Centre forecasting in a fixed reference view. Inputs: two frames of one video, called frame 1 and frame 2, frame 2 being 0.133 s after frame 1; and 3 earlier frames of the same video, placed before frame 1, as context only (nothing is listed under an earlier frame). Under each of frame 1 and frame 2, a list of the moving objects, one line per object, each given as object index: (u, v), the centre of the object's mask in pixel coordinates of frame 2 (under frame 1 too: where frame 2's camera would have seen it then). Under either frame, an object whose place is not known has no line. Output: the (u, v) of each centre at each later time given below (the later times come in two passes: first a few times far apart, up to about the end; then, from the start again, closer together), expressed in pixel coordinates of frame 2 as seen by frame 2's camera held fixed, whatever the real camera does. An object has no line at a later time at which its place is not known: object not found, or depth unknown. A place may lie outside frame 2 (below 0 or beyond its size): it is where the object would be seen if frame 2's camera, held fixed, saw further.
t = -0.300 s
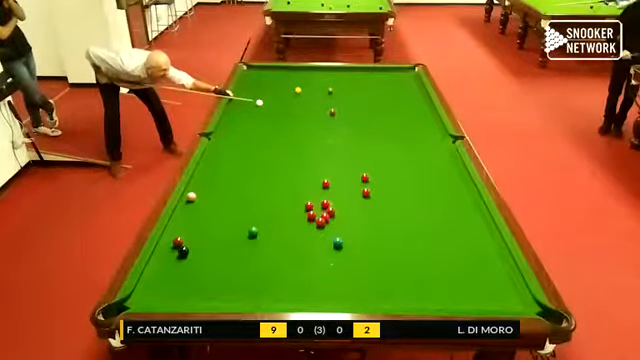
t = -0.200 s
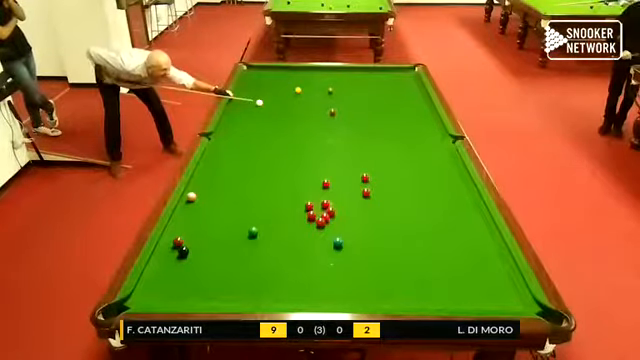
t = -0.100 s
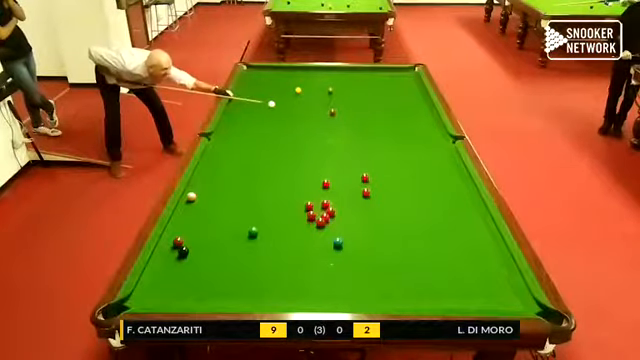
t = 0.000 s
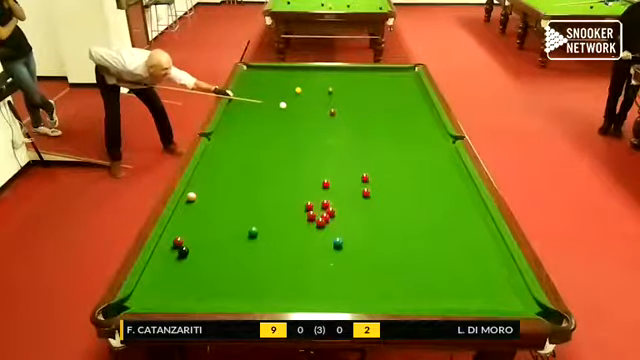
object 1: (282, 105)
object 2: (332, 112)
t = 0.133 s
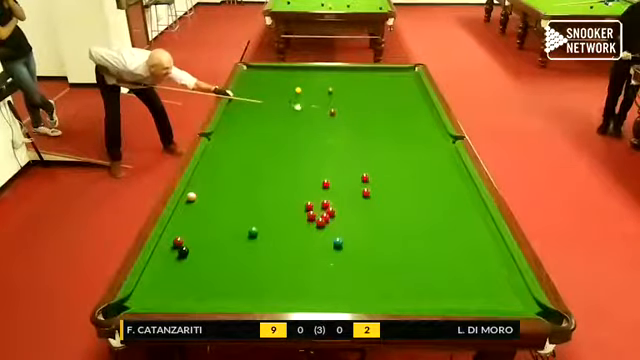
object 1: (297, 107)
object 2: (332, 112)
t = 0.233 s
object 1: (309, 108)
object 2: (332, 112)
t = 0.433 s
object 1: (328, 110)
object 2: (336, 112)
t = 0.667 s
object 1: (338, 108)
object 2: (350, 116)
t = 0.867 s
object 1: (345, 107)
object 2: (361, 119)
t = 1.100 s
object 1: (353, 106)
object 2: (375, 123)
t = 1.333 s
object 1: (361, 105)
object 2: (389, 126)
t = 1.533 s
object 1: (367, 105)
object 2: (400, 129)
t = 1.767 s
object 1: (374, 104)
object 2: (412, 131)
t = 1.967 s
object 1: (379, 103)
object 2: (423, 134)
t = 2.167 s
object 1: (385, 102)
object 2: (433, 138)
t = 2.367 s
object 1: (389, 102)
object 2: (443, 139)
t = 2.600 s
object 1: (392, 102)
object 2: (452, 140)
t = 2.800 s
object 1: (397, 101)
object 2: (448, 137)
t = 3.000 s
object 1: (399, 101)
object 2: (445, 136)
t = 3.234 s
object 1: (401, 101)
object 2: (443, 135)
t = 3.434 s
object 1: (403, 101)
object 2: (440, 133)
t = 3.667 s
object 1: (403, 101)
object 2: (439, 132)
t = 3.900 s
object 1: (404, 100)
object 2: (437, 130)
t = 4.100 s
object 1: (404, 100)
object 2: (436, 129)
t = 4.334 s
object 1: (404, 100)
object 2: (435, 129)
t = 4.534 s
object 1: (404, 100)
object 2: (435, 129)
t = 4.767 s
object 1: (404, 100)
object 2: (435, 129)
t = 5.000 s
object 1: (404, 100)
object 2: (435, 129)
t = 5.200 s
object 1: (404, 100)
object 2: (434, 129)
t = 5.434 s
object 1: (404, 100)
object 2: (434, 129)
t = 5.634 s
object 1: (404, 100)
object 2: (434, 129)
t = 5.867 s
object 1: (404, 100)
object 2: (434, 129)
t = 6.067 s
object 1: (404, 100)
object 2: (434, 129)
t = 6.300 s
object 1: (404, 100)
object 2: (434, 129)
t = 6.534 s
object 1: (404, 100)
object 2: (434, 129)
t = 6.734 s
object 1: (404, 100)
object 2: (434, 129)
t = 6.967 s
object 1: (404, 100)
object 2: (434, 129)
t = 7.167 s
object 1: (404, 100)
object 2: (434, 129)
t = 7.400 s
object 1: (404, 100)
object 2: (434, 129)
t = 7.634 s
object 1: (404, 100)
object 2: (434, 129)
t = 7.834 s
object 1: (404, 100)
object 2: (434, 129)
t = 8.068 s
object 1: (404, 100)
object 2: (434, 129)
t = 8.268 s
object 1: (404, 100)
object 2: (434, 129)
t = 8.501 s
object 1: (404, 100)
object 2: (434, 129)
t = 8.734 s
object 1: (404, 100)
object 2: (434, 129)
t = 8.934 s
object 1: (404, 100)
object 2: (434, 129)
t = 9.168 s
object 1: (404, 100)
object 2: (434, 129)
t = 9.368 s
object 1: (404, 100)
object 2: (434, 129)
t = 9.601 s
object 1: (404, 100)
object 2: (434, 129)
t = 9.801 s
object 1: (404, 100)
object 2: (434, 129)
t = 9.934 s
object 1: (404, 100)
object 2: (434, 129)
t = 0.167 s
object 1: (301, 107)
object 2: (332, 112)
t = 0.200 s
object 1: (306, 107)
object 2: (332, 112)
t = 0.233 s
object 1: (309, 108)
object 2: (332, 112)
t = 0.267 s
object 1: (313, 108)
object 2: (332, 112)
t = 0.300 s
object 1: (316, 109)
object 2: (332, 112)
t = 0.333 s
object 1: (320, 109)
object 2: (332, 112)
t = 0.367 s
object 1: (324, 110)
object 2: (332, 112)
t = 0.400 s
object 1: (326, 110)
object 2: (334, 112)
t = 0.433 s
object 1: (328, 110)
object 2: (336, 112)
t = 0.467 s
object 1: (329, 109)
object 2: (338, 114)
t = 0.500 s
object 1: (331, 109)
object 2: (340, 114)
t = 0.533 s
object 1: (332, 109)
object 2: (342, 114)
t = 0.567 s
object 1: (333, 109)
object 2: (344, 114)
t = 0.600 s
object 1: (335, 109)
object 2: (347, 116)
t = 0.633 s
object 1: (336, 108)
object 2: (348, 116)
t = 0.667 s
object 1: (338, 108)
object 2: (350, 116)
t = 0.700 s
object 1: (339, 108)
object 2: (351, 116)
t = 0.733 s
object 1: (340, 108)
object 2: (353, 116)
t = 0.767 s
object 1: (341, 108)
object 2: (356, 119)
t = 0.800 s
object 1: (343, 107)
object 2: (357, 118)
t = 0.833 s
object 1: (344, 107)
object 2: (359, 118)
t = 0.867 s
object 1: (345, 107)
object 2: (361, 119)
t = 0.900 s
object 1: (346, 107)
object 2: (363, 119)
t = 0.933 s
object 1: (348, 107)
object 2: (366, 121)
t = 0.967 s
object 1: (349, 107)
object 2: (368, 121)
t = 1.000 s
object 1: (350, 107)
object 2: (369, 122)
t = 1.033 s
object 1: (351, 107)
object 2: (371, 121)
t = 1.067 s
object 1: (352, 106)
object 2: (373, 122)
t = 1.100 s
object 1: (353, 106)
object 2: (375, 123)
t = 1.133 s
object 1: (354, 106)
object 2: (377, 123)
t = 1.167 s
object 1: (356, 106)
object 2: (379, 124)
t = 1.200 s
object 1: (356, 106)
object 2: (381, 124)
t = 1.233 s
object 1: (358, 106)
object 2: (383, 125)
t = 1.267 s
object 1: (358, 106)
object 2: (385, 125)
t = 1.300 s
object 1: (359, 106)
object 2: (387, 126)
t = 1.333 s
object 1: (361, 105)
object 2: (389, 126)
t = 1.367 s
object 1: (361, 105)
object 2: (390, 126)
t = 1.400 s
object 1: (363, 105)
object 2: (392, 127)
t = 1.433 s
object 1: (363, 105)
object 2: (394, 127)
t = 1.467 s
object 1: (365, 105)
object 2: (396, 127)
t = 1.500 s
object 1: (365, 105)
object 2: (398, 128)
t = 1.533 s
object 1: (367, 105)
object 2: (400, 129)
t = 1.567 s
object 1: (368, 104)
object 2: (402, 129)
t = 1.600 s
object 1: (369, 104)
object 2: (403, 129)
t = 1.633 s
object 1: (370, 104)
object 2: (405, 130)
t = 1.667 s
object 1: (370, 104)
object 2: (407, 131)
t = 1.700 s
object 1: (371, 104)
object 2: (409, 131)
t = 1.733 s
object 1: (371, 104)
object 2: (411, 131)
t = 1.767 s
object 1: (374, 104)
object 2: (412, 131)
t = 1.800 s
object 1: (374, 104)
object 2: (414, 132)
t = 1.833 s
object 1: (376, 104)
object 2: (416, 132)
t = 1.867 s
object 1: (376, 104)
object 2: (418, 133)
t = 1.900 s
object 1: (378, 103)
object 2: (420, 134)
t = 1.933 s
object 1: (378, 103)
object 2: (421, 134)
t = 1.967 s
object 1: (379, 103)
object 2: (423, 134)
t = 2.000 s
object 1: (379, 103)
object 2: (424, 134)
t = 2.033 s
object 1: (380, 103)
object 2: (426, 134)
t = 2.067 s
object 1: (381, 103)
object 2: (426, 134)
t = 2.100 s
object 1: (382, 103)
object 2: (429, 137)
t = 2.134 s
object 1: (383, 103)
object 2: (433, 138)
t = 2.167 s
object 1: (385, 102)
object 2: (433, 138)
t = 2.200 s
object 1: (385, 102)
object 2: (436, 139)
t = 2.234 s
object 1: (386, 102)
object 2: (441, 139)
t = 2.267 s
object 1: (387, 102)
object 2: (442, 139)
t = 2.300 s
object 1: (387, 102)
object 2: (442, 139)
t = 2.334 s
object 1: (387, 102)
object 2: (442, 139)
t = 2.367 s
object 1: (389, 102)
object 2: (443, 139)
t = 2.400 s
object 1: (389, 102)
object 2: (443, 139)
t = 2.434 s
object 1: (390, 102)
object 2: (445, 139)
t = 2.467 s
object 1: (391, 102)
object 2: (450, 140)
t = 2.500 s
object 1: (391, 102)
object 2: (450, 140)
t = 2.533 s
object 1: (392, 102)
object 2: (452, 140)
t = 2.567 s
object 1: (392, 102)
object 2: (452, 140)
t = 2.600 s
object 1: (392, 102)
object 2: (452, 140)
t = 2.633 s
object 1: (392, 102)
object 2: (452, 140)
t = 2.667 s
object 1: (394, 101)
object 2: (452, 140)
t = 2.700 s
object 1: (396, 101)
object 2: (452, 140)
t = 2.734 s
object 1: (396, 101)
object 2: (452, 140)
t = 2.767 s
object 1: (396, 101)
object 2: (449, 138)
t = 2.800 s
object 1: (397, 101)
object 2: (448, 137)
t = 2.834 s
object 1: (397, 101)
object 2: (448, 137)
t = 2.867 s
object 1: (397, 101)
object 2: (448, 138)
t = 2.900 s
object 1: (397, 101)
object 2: (448, 138)
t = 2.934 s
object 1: (397, 101)
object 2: (448, 138)
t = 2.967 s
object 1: (399, 101)
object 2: (445, 136)
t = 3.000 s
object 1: (399, 101)
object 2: (445, 136)
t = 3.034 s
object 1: (399, 101)
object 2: (445, 137)
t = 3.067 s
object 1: (399, 101)
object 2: (445, 137)
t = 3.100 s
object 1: (399, 101)
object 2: (443, 135)
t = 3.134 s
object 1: (400, 101)
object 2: (443, 135)
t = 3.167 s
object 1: (401, 101)
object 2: (443, 135)
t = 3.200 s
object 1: (401, 101)
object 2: (443, 135)
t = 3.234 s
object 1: (401, 101)
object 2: (443, 135)
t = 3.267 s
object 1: (401, 101)
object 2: (443, 135)
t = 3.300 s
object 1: (401, 101)
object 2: (443, 135)
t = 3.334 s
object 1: (402, 101)
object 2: (441, 133)
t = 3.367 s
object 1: (402, 101)
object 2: (441, 133)
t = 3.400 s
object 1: (402, 101)
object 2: (441, 133)
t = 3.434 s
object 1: (403, 101)
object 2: (440, 133)
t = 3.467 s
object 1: (403, 101)
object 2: (440, 132)
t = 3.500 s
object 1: (403, 101)
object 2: (440, 132)
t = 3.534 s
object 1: (403, 101)
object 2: (440, 132)
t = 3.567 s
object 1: (403, 101)
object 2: (440, 132)
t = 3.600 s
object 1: (403, 101)
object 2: (440, 132)
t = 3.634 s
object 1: (403, 101)
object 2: (439, 132)
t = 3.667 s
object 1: (403, 101)
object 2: (439, 132)
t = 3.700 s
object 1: (403, 101)
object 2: (439, 132)
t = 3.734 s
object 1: (403, 101)
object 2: (439, 132)
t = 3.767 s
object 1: (403, 101)
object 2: (439, 132)
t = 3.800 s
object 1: (403, 101)
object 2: (439, 132)
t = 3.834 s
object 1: (404, 100)
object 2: (437, 130)
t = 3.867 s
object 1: (404, 100)
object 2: (437, 130)
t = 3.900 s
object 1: (404, 100)
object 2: (437, 130)
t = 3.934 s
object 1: (404, 100)
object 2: (437, 130)
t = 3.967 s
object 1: (404, 100)
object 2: (437, 130)
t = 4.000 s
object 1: (404, 100)
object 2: (437, 130)
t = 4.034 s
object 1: (404, 100)
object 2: (436, 130)
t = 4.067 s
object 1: (404, 100)
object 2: (436, 130)
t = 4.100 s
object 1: (404, 100)
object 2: (436, 129)
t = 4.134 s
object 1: (404, 100)
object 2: (436, 129)
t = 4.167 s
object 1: (404, 100)
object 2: (436, 129)
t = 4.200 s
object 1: (404, 100)
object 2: (435, 129)
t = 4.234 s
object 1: (404, 100)
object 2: (435, 129)
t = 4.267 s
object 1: (404, 100)
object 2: (435, 129)
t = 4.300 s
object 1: (404, 100)
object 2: (435, 129)
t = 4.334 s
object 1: (404, 100)
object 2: (435, 129)
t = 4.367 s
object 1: (404, 100)
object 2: (435, 129)
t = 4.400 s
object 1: (404, 100)
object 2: (435, 129)
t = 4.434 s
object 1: (404, 100)
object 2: (435, 129)
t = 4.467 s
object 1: (404, 100)
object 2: (435, 129)
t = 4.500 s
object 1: (404, 100)
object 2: (435, 129)
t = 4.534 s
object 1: (404, 100)
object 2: (435, 129)
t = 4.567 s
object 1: (404, 100)
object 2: (435, 129)
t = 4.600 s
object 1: (404, 100)
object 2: (435, 129)
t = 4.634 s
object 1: (404, 100)
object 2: (435, 129)
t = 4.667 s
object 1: (404, 100)
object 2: (435, 129)
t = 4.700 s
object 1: (404, 100)
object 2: (435, 129)
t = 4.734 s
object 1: (404, 100)
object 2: (434, 129)
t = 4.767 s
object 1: (404, 100)
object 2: (435, 129)
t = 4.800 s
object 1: (404, 100)
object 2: (435, 129)
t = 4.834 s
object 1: (404, 100)
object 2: (435, 129)
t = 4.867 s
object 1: (404, 100)
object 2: (434, 129)
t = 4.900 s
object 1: (404, 100)
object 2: (435, 129)
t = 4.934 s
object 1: (404, 100)
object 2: (435, 129)
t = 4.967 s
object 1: (404, 100)
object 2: (435, 129)
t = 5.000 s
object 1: (404, 100)
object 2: (435, 129)
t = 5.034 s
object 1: (404, 100)
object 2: (435, 129)
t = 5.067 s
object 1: (404, 100)
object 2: (435, 129)
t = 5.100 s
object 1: (404, 100)
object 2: (435, 129)
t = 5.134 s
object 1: (404, 100)
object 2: (435, 129)
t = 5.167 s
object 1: (404, 100)
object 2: (434, 129)
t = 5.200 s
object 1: (404, 100)
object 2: (434, 129)
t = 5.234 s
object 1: (404, 100)
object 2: (434, 129)
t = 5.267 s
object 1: (404, 100)
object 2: (434, 129)
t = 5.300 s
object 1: (404, 100)
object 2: (434, 129)
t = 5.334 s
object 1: (404, 100)
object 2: (434, 129)
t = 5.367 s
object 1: (404, 100)
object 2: (434, 129)
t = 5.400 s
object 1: (404, 100)
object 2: (434, 129)
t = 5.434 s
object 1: (404, 100)
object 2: (434, 129)
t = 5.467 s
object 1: (404, 100)
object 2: (434, 129)
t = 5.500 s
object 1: (404, 100)
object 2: (434, 129)
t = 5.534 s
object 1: (404, 100)
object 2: (434, 129)
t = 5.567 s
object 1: (404, 100)
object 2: (434, 129)
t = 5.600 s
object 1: (404, 100)
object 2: (434, 129)
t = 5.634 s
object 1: (404, 100)
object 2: (434, 129)
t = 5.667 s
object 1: (404, 100)
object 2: (434, 129)
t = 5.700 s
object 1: (404, 100)
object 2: (434, 129)
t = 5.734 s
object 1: (404, 100)
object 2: (434, 129)
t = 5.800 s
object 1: (404, 100)
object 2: (434, 129)
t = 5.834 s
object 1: (404, 100)
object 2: (434, 129)
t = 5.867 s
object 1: (404, 100)
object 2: (434, 129)
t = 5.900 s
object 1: (404, 100)
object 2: (434, 129)
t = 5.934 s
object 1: (404, 100)
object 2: (434, 129)
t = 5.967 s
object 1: (404, 100)
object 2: (434, 129)
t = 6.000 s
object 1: (404, 100)
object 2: (434, 129)
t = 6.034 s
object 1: (404, 100)
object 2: (434, 129)
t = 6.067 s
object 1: (404, 100)
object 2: (434, 129)
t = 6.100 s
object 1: (404, 100)
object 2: (434, 129)
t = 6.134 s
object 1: (404, 100)
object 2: (434, 129)
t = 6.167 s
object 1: (404, 100)
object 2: (434, 129)
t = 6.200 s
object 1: (404, 100)
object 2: (434, 129)
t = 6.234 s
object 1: (404, 100)
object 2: (434, 129)
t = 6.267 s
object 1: (404, 100)
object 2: (434, 129)
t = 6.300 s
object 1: (404, 100)
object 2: (434, 129)
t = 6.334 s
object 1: (404, 100)
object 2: (434, 129)
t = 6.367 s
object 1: (404, 100)
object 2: (434, 129)
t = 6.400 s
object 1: (404, 100)
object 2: (434, 129)
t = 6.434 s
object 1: (404, 100)
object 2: (434, 129)
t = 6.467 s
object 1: (404, 100)
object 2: (434, 129)
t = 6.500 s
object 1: (404, 100)
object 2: (434, 129)
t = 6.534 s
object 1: (404, 100)
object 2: (434, 129)
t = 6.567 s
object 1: (404, 100)
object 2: (434, 129)
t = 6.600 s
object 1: (404, 100)
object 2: (434, 129)
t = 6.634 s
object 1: (404, 100)
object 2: (434, 129)
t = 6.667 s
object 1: (404, 100)
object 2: (434, 129)
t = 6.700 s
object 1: (404, 100)
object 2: (434, 129)
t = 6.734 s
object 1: (404, 100)
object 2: (434, 129)
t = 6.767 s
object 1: (404, 100)
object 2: (434, 129)
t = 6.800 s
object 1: (404, 100)
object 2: (434, 129)
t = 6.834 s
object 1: (404, 100)
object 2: (434, 129)
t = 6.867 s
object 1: (404, 100)
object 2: (434, 129)
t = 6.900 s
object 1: (404, 100)
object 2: (434, 129)
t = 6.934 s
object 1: (404, 100)
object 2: (434, 129)
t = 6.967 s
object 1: (404, 100)
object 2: (434, 129)
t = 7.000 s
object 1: (404, 100)
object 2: (434, 129)
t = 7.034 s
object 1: (404, 100)
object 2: (434, 129)
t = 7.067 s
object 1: (404, 100)
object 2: (434, 129)
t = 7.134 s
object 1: (404, 100)
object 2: (434, 129)
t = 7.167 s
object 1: (404, 100)
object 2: (434, 129)
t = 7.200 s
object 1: (404, 100)
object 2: (434, 129)
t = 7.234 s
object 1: (404, 100)
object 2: (434, 129)
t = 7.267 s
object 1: (404, 100)
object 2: (434, 129)
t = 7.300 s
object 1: (404, 100)
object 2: (434, 129)
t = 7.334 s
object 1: (404, 100)
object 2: (434, 129)
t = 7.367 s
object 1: (404, 100)
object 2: (434, 129)
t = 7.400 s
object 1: (404, 100)
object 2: (434, 129)
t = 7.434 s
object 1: (404, 100)
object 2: (434, 129)
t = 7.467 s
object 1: (404, 100)
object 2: (434, 129)
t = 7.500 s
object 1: (404, 100)
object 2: (434, 129)
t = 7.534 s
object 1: (404, 100)
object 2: (434, 129)
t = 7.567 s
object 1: (404, 100)
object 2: (434, 129)
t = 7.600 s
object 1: (404, 100)
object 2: (434, 129)
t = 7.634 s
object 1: (404, 100)
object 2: (434, 129)
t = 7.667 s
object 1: (404, 100)
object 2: (434, 129)
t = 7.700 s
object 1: (404, 100)
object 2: (434, 129)
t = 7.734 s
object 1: (404, 100)
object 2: (434, 129)
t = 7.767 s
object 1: (404, 100)
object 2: (434, 129)
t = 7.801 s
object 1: (404, 100)
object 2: (434, 129)
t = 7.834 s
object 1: (404, 100)
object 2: (434, 129)
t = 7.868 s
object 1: (404, 100)
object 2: (434, 129)
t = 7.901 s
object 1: (404, 100)
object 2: (434, 129)
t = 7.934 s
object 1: (404, 100)
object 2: (434, 129)
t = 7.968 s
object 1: (404, 100)
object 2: (434, 129)
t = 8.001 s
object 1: (404, 100)
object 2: (434, 129)
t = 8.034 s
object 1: (404, 100)
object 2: (434, 129)
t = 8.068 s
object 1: (404, 100)
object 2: (434, 129)
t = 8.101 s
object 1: (404, 100)
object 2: (434, 129)
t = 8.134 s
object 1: (404, 100)
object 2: (434, 129)
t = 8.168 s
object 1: (404, 100)
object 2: (434, 129)
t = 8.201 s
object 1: (404, 100)
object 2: (434, 129)
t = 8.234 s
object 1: (404, 100)
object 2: (434, 129)
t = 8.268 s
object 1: (404, 100)
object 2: (434, 129)
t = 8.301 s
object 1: (404, 100)
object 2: (434, 129)
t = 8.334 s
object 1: (404, 100)
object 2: (434, 129)
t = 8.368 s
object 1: (404, 100)
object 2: (434, 129)
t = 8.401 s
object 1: (404, 100)
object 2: (434, 129)
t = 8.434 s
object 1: (404, 100)
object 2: (434, 129)
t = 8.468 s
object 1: (404, 100)
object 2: (434, 129)
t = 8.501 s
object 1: (404, 100)
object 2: (434, 129)
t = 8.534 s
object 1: (404, 100)
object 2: (434, 129)
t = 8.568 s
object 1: (404, 100)
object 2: (434, 129)
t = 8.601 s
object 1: (404, 100)
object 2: (434, 129)
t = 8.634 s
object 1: (404, 100)
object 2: (434, 129)
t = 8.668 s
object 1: (404, 100)
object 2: (434, 129)
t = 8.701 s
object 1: (404, 100)
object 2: (434, 129)
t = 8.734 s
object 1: (404, 100)
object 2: (434, 129)
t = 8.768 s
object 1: (404, 100)
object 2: (434, 129)
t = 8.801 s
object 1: (404, 100)
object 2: (434, 129)
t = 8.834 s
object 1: (404, 100)
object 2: (434, 129)
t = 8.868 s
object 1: (404, 100)
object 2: (434, 129)
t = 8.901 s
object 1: (404, 100)
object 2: (434, 129)
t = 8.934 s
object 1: (404, 100)
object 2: (434, 129)
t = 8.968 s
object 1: (404, 100)
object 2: (434, 129)
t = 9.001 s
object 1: (404, 100)
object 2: (434, 129)
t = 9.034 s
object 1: (404, 100)
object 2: (434, 129)
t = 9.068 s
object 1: (404, 100)
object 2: (434, 129)
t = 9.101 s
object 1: (404, 100)
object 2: (434, 129)
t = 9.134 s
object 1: (404, 100)
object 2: (434, 129)
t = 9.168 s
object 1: (404, 100)
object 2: (434, 129)
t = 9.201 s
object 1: (404, 100)
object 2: (434, 129)
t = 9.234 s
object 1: (404, 100)
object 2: (434, 129)
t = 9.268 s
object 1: (404, 100)
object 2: (434, 129)
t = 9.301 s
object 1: (404, 100)
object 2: (434, 129)
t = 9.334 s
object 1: (404, 100)
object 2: (434, 129)
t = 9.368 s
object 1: (404, 100)
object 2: (434, 129)
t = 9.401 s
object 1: (404, 100)
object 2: (434, 129)
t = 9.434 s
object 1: (404, 100)
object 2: (434, 129)
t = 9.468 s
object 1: (404, 100)
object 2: (434, 129)
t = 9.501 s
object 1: (404, 100)
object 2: (434, 129)
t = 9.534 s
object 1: (404, 100)
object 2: (434, 129)
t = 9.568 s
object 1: (404, 100)
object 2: (434, 129)
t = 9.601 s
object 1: (404, 100)
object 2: (434, 129)
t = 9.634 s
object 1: (404, 100)
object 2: (434, 129)
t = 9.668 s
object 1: (404, 100)
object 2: (434, 129)
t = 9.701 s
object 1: (404, 100)
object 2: (434, 129)
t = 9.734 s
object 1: (404, 100)
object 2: (434, 129)
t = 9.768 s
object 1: (404, 100)
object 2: (434, 129)
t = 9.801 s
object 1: (404, 100)
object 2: (434, 129)
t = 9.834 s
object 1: (404, 100)
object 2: (434, 129)
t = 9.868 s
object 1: (404, 100)
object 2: (434, 129)
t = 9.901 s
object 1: (404, 100)
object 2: (434, 129)
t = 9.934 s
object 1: (404, 100)
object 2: (434, 129)
